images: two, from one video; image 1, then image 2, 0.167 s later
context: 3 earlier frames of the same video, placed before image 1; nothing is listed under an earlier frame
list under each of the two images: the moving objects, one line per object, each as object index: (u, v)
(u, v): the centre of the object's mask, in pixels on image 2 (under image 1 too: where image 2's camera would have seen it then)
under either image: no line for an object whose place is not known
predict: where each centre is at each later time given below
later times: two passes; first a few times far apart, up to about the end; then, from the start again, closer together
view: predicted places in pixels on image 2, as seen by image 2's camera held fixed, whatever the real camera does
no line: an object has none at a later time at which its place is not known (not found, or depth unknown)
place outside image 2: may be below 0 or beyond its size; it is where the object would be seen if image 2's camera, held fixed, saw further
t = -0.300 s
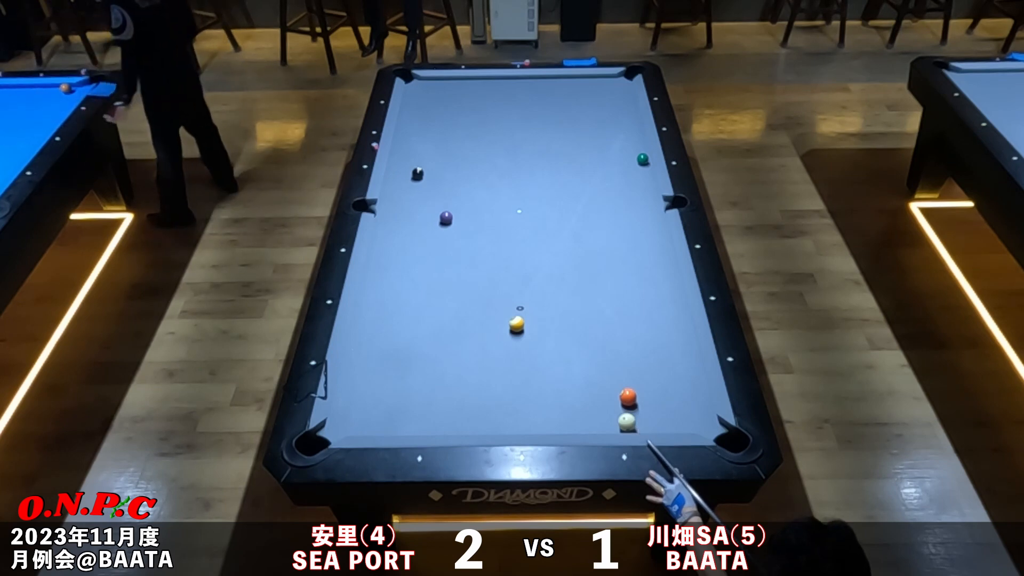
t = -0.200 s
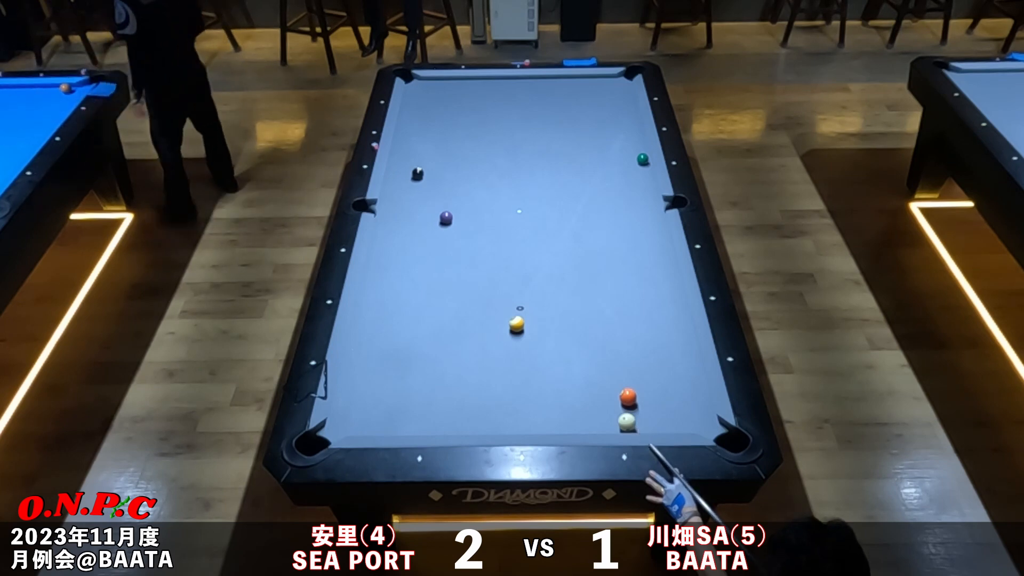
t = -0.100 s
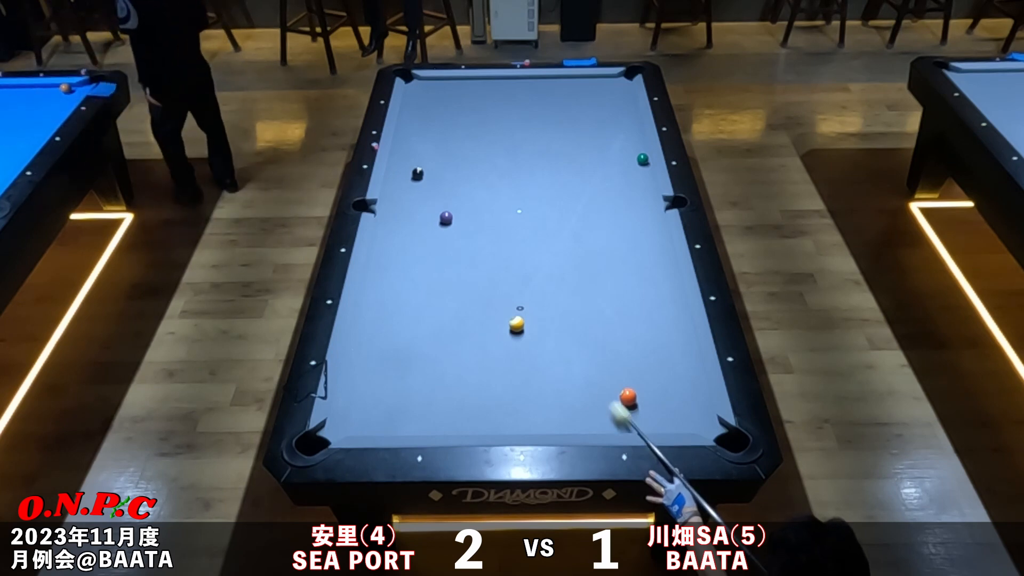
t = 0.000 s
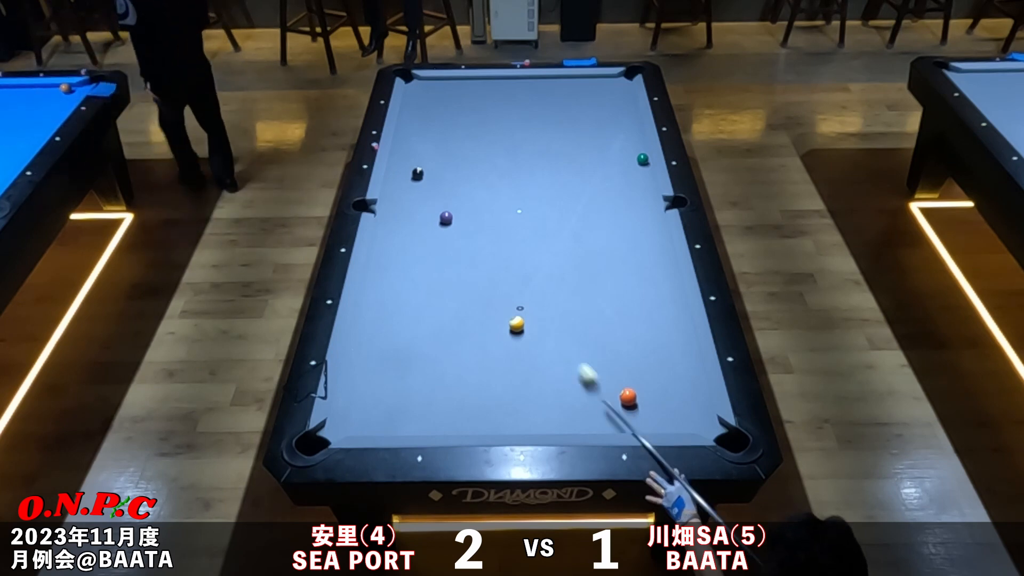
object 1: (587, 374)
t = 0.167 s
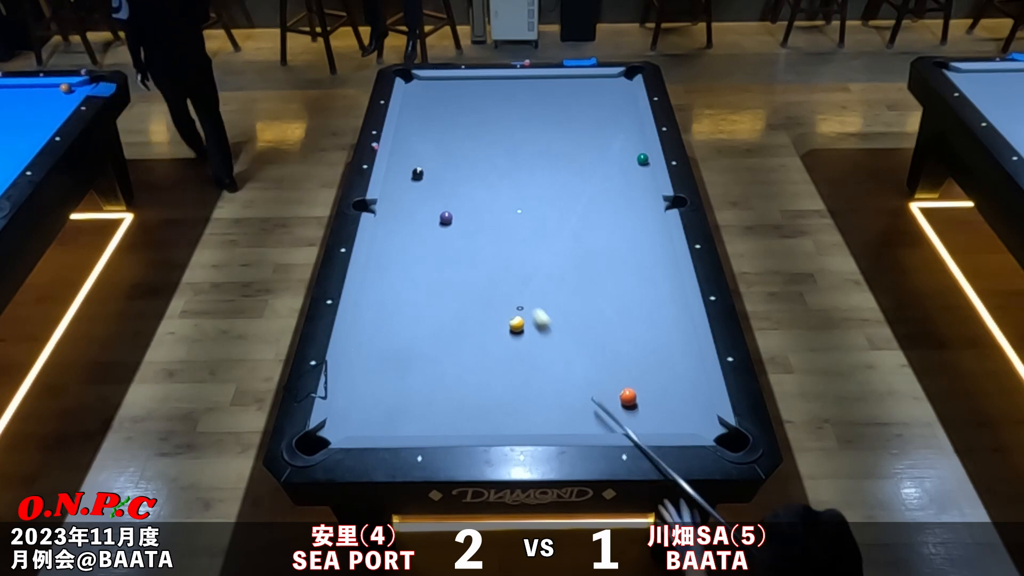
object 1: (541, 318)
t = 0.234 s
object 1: (524, 298)
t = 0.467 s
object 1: (474, 237)
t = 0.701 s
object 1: (466, 193)
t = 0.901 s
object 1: (470, 162)
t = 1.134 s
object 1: (474, 130)
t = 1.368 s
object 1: (477, 102)
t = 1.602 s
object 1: (480, 79)
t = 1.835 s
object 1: (480, 94)
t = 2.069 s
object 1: (481, 109)
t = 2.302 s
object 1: (481, 124)
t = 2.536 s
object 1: (482, 139)
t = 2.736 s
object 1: (482, 152)
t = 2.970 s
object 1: (483, 168)
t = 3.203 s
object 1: (484, 184)
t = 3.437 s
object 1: (484, 201)
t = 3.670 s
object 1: (485, 218)
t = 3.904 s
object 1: (485, 234)
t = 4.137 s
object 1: (486, 251)
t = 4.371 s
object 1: (487, 268)
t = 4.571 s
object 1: (487, 283)
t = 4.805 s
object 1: (488, 300)
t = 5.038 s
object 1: (489, 316)
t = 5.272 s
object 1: (489, 333)
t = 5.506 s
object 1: (490, 349)
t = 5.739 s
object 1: (490, 366)
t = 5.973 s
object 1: (491, 381)
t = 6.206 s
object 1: (491, 396)
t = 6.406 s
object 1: (491, 409)
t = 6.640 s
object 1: (491, 423)
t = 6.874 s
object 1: (491, 426)
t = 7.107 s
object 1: (491, 420)
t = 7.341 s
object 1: (490, 415)
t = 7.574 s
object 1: (490, 411)
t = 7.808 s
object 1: (490, 408)
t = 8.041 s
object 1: (490, 406)
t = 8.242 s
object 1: (491, 406)
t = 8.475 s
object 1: (491, 406)
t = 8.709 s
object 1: (491, 406)
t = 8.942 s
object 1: (491, 406)
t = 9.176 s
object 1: (491, 407)
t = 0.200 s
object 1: (533, 308)
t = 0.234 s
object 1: (524, 298)
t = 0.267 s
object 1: (516, 289)
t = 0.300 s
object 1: (509, 279)
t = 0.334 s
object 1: (501, 270)
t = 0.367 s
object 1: (494, 262)
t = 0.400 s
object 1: (487, 253)
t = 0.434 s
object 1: (480, 245)
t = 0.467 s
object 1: (474, 237)
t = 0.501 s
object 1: (467, 229)
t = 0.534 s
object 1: (460, 222)
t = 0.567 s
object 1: (460, 215)
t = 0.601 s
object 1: (463, 210)
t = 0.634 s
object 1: (464, 205)
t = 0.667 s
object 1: (465, 199)
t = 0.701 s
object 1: (466, 193)
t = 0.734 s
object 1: (467, 188)
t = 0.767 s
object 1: (467, 182)
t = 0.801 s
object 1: (468, 177)
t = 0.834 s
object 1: (469, 172)
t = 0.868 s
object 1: (469, 167)
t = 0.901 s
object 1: (470, 162)
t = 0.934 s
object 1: (470, 157)
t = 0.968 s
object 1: (471, 152)
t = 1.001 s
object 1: (472, 147)
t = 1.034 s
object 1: (472, 143)
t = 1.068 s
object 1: (473, 138)
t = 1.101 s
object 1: (473, 134)
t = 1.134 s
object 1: (474, 130)
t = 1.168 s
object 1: (474, 125)
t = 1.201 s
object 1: (475, 121)
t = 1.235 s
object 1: (475, 117)
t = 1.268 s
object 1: (476, 113)
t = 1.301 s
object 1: (476, 109)
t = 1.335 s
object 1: (476, 106)
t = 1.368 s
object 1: (477, 102)
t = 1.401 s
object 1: (477, 98)
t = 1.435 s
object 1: (478, 94)
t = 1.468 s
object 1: (478, 91)
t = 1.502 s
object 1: (479, 87)
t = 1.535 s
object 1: (479, 84)
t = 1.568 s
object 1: (479, 81)
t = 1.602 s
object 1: (480, 79)
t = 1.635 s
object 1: (480, 81)
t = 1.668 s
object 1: (480, 83)
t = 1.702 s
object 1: (480, 86)
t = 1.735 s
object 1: (480, 88)
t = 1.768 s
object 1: (480, 90)
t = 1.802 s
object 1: (480, 92)
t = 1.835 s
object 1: (480, 94)
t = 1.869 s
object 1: (480, 96)
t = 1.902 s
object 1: (480, 98)
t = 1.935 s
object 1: (480, 100)
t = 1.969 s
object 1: (480, 102)
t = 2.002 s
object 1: (481, 104)
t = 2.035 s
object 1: (481, 107)
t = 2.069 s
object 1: (481, 109)
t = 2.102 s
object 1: (481, 111)
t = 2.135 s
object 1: (481, 113)
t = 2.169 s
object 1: (481, 115)
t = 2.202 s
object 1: (481, 117)
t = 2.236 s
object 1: (481, 119)
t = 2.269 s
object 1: (481, 121)
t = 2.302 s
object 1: (481, 124)
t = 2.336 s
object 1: (481, 126)
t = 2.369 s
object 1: (482, 128)
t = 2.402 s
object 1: (482, 130)
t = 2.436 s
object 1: (482, 132)
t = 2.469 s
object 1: (482, 135)
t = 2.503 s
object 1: (482, 137)
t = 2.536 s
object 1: (482, 139)
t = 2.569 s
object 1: (482, 141)
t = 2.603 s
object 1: (482, 143)
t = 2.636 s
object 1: (482, 146)
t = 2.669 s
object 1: (482, 148)
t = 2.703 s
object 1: (482, 150)
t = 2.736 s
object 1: (482, 152)
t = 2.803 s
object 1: (483, 157)
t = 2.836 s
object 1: (483, 159)
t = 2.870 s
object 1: (483, 161)
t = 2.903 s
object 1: (483, 164)
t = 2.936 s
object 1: (483, 166)
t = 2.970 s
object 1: (483, 168)
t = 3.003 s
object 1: (483, 170)
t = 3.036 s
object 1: (483, 173)
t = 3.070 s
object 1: (483, 175)
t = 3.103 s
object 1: (483, 177)
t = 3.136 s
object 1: (483, 180)
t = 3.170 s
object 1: (484, 182)
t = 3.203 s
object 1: (484, 184)
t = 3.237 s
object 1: (484, 187)
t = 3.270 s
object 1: (484, 189)
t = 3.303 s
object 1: (484, 191)
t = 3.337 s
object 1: (484, 194)
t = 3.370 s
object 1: (484, 196)
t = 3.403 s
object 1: (484, 198)
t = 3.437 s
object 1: (484, 201)
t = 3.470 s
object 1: (484, 203)
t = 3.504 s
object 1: (484, 206)
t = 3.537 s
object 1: (484, 208)
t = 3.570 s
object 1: (484, 210)
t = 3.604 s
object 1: (484, 213)
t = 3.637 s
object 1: (484, 215)
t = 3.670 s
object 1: (485, 218)
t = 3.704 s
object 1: (485, 220)
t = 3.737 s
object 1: (485, 222)
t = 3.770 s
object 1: (485, 225)
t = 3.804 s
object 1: (485, 227)
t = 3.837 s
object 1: (485, 229)
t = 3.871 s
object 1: (485, 232)
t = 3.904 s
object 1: (485, 234)
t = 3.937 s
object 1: (485, 237)
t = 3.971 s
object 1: (485, 239)
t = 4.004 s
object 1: (485, 242)
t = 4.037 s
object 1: (486, 244)
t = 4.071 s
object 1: (486, 246)
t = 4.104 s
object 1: (486, 249)
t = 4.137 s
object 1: (486, 251)
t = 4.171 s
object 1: (486, 254)
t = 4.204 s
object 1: (486, 256)
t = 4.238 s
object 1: (486, 259)
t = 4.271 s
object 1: (487, 261)
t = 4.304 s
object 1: (487, 264)
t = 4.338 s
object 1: (487, 266)
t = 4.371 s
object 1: (487, 268)
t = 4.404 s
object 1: (487, 271)
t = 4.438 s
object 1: (487, 273)
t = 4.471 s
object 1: (487, 276)
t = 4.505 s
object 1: (487, 278)
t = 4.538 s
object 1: (487, 280)
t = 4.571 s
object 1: (487, 283)
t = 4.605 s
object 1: (487, 285)
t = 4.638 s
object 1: (487, 287)
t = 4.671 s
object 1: (488, 290)
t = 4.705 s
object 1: (488, 292)
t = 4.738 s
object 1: (488, 295)
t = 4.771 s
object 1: (488, 297)
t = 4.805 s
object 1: (488, 300)
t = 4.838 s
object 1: (488, 302)
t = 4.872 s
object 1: (488, 304)
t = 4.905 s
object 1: (488, 307)
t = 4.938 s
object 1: (488, 309)
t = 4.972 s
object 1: (489, 312)
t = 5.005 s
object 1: (489, 314)
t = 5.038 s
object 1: (489, 316)
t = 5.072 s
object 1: (489, 319)
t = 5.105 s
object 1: (489, 321)
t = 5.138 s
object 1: (489, 324)
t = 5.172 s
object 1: (489, 326)
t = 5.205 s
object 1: (489, 328)
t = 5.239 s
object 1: (490, 331)
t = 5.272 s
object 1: (489, 333)
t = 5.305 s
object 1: (490, 336)
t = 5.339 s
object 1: (490, 338)
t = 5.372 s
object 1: (490, 340)
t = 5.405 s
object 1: (490, 343)
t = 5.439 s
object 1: (490, 345)
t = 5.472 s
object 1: (490, 347)
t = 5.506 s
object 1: (490, 349)
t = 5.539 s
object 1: (490, 352)
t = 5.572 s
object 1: (490, 354)
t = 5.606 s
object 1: (490, 357)
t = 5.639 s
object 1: (490, 359)
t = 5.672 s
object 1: (490, 361)
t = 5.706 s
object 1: (490, 363)
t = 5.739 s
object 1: (490, 366)
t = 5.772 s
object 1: (491, 368)
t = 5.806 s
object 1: (491, 370)
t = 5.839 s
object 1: (491, 372)
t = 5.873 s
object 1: (491, 375)
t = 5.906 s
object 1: (491, 377)
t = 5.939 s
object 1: (491, 379)
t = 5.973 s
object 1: (491, 381)
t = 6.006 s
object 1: (491, 384)
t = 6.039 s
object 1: (491, 386)
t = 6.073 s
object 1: (491, 388)
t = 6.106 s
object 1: (491, 390)
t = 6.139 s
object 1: (491, 392)
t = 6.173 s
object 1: (491, 394)
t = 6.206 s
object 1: (491, 396)
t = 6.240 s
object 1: (491, 399)
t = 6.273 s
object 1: (491, 401)
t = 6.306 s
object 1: (491, 403)
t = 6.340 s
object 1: (491, 405)
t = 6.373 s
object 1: (491, 407)
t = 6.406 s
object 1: (491, 409)
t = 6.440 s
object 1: (491, 411)
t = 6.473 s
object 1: (491, 413)
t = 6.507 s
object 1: (491, 415)
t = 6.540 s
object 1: (491, 417)
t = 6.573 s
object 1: (491, 419)
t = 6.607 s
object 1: (491, 421)
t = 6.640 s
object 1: (491, 423)
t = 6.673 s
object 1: (491, 425)
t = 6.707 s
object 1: (491, 426)
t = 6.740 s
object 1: (491, 427)
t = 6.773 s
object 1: (491, 427)
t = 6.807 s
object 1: (491, 427)
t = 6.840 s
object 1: (491, 426)
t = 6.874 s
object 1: (491, 426)
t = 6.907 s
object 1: (491, 425)
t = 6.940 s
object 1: (491, 424)
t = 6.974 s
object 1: (491, 423)
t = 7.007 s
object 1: (491, 423)
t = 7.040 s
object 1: (491, 421)
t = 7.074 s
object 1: (491, 421)
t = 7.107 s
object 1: (491, 420)
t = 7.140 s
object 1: (491, 419)
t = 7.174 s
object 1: (491, 418)
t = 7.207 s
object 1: (491, 417)
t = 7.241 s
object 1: (491, 416)
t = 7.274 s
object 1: (491, 416)
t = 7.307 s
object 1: (491, 415)
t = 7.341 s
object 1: (490, 415)
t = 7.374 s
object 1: (490, 414)
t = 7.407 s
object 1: (490, 414)
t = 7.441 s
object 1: (490, 413)
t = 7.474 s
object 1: (490, 412)
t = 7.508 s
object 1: (490, 411)
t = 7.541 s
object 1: (490, 411)
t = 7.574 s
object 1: (490, 411)
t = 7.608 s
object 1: (490, 410)
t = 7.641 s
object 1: (490, 410)
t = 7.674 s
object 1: (490, 410)
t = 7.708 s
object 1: (490, 409)
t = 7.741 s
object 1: (490, 409)
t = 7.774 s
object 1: (490, 408)
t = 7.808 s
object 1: (490, 408)
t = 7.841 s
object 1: (490, 408)
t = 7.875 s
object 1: (490, 407)
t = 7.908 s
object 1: (490, 407)
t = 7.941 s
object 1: (490, 407)
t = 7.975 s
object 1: (490, 407)
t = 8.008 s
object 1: (490, 407)
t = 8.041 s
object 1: (490, 406)
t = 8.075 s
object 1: (490, 406)
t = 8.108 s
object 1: (490, 406)
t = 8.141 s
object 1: (491, 406)
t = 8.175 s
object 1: (491, 406)
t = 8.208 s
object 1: (491, 406)
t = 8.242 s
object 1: (491, 406)
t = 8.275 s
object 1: (491, 406)
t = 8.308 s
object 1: (491, 406)
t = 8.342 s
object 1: (491, 406)
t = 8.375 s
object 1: (491, 406)
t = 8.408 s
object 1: (491, 406)
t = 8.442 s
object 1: (491, 406)
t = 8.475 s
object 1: (491, 406)
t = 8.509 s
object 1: (491, 406)
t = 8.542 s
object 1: (491, 407)
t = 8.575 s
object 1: (491, 407)
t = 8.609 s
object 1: (491, 407)
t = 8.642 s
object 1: (491, 407)
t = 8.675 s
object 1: (491, 406)
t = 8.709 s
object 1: (491, 406)
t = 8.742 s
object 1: (491, 406)
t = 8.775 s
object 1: (491, 406)
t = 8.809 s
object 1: (490, 406)
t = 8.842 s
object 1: (491, 406)
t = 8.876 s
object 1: (491, 406)
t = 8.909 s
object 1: (491, 406)
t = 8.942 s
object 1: (491, 406)
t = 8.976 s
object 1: (491, 406)
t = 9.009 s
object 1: (491, 406)
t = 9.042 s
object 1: (491, 406)
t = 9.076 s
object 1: (491, 406)
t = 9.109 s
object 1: (491, 406)
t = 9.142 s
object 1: (491, 406)
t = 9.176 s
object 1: (491, 407)
